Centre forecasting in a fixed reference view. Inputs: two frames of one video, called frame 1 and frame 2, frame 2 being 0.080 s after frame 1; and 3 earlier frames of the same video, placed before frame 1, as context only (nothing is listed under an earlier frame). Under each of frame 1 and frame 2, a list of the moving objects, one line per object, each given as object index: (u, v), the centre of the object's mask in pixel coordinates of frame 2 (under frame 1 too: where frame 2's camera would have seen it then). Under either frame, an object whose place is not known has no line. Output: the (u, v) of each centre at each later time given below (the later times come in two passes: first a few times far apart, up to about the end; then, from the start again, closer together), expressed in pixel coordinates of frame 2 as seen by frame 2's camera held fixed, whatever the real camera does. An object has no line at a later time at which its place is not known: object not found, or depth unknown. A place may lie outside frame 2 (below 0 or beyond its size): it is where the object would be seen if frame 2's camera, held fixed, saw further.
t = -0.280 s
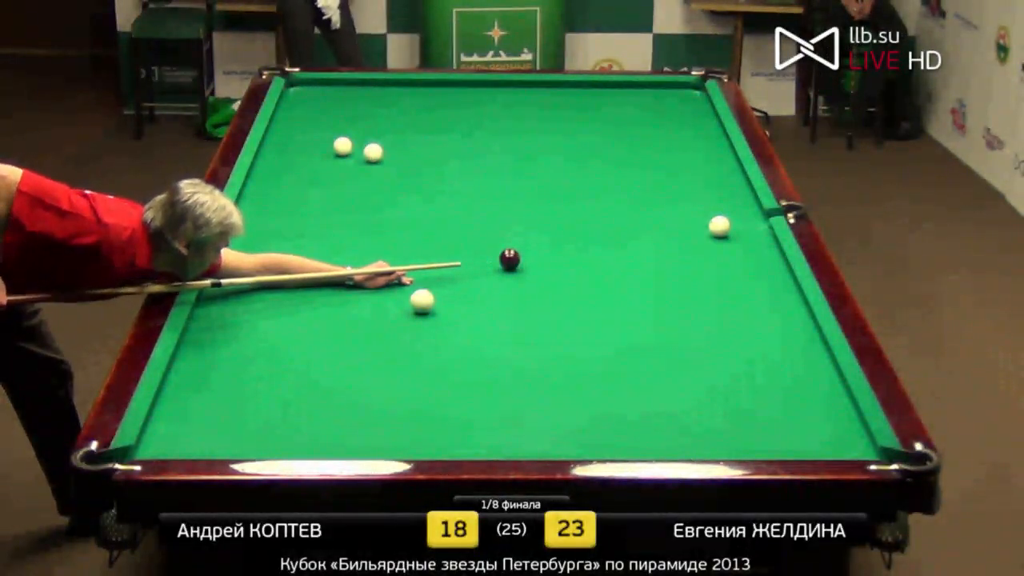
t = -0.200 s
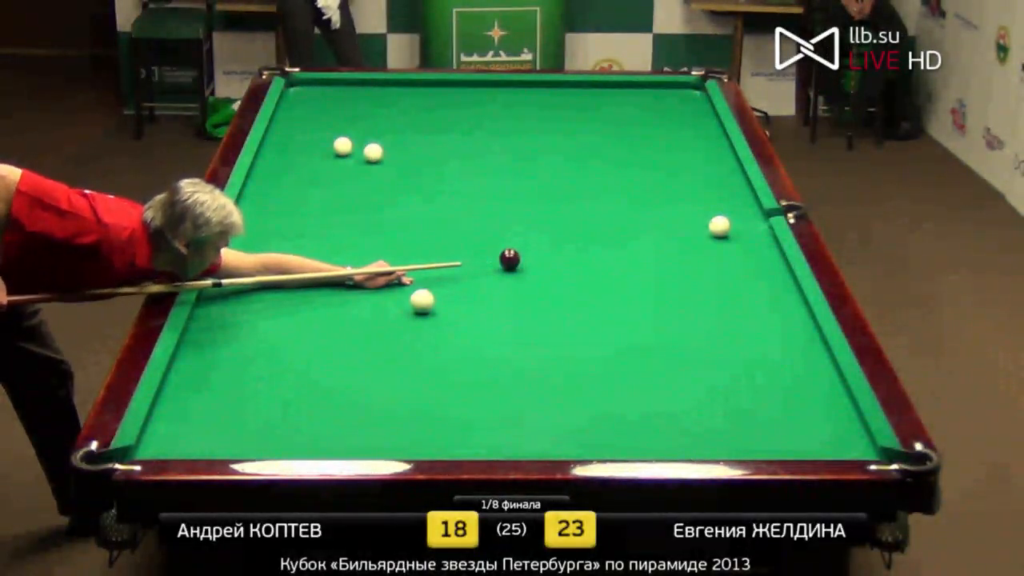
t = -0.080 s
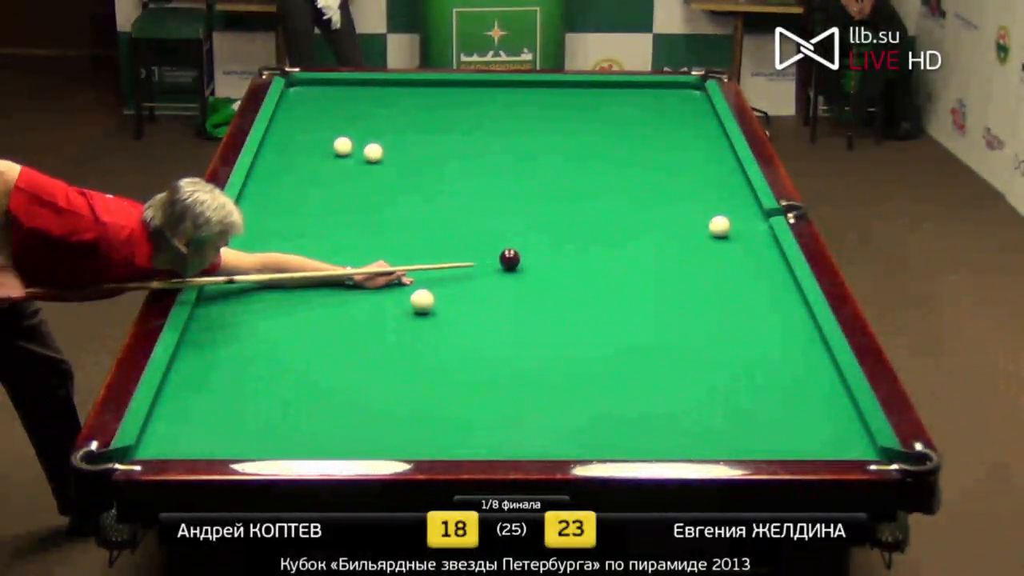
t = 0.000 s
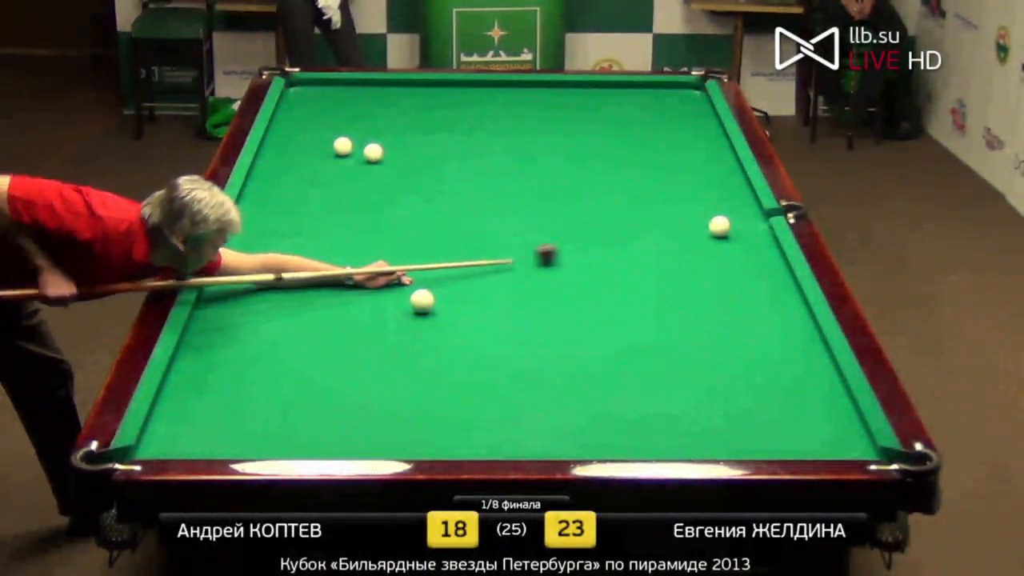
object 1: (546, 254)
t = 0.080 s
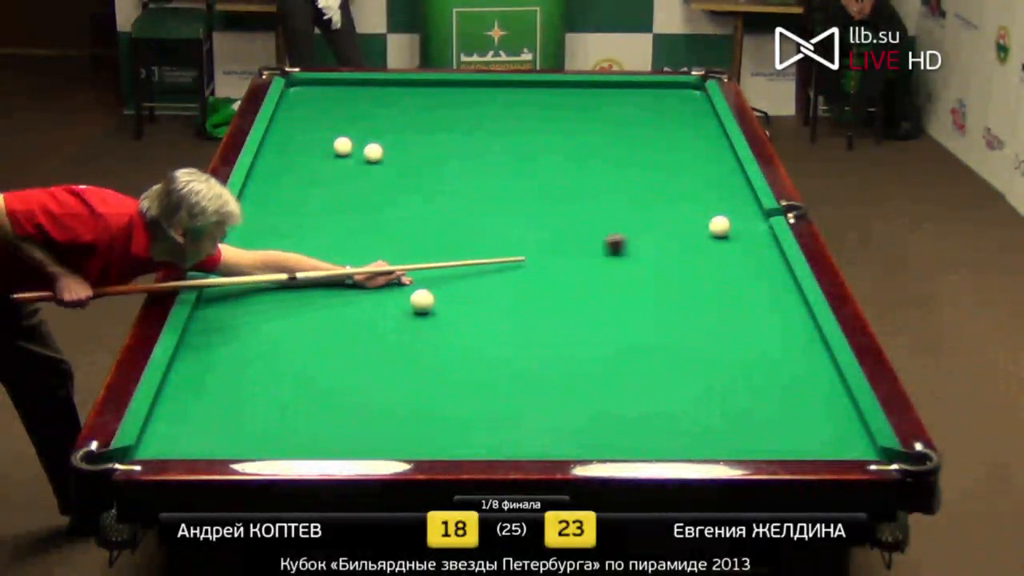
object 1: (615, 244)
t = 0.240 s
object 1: (708, 233)
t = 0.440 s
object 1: (716, 240)
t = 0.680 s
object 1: (724, 247)
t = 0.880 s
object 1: (731, 254)
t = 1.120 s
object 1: (738, 262)
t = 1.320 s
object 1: (744, 267)
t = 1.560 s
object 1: (750, 273)
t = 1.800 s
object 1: (757, 280)
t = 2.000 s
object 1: (761, 285)
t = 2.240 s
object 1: (766, 291)
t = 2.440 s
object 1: (771, 295)
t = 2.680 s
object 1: (776, 300)
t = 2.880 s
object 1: (779, 305)
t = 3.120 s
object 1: (783, 309)
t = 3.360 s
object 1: (786, 313)
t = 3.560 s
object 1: (783, 312)
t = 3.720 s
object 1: (791, 317)
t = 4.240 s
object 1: (794, 322)
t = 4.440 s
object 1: (795, 324)
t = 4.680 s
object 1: (796, 325)
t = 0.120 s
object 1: (647, 240)
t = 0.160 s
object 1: (678, 235)
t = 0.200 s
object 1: (703, 231)
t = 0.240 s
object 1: (708, 233)
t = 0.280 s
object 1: (710, 234)
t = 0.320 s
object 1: (712, 235)
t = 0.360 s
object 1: (713, 237)
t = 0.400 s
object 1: (715, 238)
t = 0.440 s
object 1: (716, 240)
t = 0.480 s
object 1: (718, 241)
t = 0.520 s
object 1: (719, 242)
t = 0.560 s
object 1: (719, 243)
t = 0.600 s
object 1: (722, 245)
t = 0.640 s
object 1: (723, 246)
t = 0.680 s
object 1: (724, 247)
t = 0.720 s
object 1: (726, 249)
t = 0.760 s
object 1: (727, 250)
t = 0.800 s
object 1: (728, 251)
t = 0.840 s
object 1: (729, 252)
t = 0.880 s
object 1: (731, 254)
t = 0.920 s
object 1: (732, 255)
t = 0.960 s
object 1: (733, 256)
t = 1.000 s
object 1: (734, 257)
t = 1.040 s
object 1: (736, 258)
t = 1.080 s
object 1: (737, 260)
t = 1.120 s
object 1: (738, 262)
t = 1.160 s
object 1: (740, 262)
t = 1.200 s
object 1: (741, 263)
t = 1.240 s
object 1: (742, 265)
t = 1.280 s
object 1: (743, 266)
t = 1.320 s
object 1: (744, 267)
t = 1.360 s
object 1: (745, 268)
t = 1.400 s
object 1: (746, 269)
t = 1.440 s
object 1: (747, 270)
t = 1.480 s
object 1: (748, 272)
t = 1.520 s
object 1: (749, 272)
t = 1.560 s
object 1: (750, 273)
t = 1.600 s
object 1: (751, 275)
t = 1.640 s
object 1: (752, 276)
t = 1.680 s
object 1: (753, 277)
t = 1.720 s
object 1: (754, 278)
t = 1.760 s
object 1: (755, 279)
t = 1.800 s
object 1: (757, 280)
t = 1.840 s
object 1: (757, 281)
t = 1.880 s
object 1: (758, 282)
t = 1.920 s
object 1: (759, 283)
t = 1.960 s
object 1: (760, 284)
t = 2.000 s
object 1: (761, 285)
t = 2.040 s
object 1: (762, 286)
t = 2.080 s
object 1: (763, 287)
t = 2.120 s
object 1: (764, 288)
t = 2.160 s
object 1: (765, 289)
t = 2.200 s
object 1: (766, 290)
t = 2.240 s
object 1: (766, 291)
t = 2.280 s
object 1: (767, 292)
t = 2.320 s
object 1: (768, 293)
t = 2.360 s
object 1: (769, 294)
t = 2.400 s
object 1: (770, 295)
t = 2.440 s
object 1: (771, 295)
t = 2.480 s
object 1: (772, 296)
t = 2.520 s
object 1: (772, 297)
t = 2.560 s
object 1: (773, 298)
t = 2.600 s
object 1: (774, 299)
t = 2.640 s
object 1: (775, 300)
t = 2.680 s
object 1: (776, 300)
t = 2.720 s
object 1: (776, 302)
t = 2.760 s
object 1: (777, 302)
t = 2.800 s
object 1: (778, 303)
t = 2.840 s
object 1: (778, 304)
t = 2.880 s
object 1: (779, 305)
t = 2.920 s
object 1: (780, 305)
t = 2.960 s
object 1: (780, 306)
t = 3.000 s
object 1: (781, 307)
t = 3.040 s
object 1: (782, 308)
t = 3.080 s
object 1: (782, 308)
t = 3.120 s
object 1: (783, 309)
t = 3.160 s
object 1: (783, 309)
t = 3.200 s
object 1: (784, 310)
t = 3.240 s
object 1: (785, 311)
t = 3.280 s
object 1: (785, 312)
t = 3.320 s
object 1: (786, 312)
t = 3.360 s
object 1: (786, 313)
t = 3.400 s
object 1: (787, 313)
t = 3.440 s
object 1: (788, 314)
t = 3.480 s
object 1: (788, 314)
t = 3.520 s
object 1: (790, 315)
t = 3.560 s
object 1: (783, 312)
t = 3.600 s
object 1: (789, 316)
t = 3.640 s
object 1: (790, 316)
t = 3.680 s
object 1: (790, 317)
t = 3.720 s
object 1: (791, 317)
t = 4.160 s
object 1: (792, 320)
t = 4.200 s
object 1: (794, 322)
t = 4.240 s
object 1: (794, 322)
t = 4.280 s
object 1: (794, 323)
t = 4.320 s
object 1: (794, 323)
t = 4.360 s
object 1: (795, 323)
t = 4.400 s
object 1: (795, 324)
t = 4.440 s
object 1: (795, 324)
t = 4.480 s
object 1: (795, 324)
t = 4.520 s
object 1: (795, 324)
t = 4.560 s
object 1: (796, 325)
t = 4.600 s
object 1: (796, 325)
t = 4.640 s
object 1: (796, 325)
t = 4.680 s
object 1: (796, 325)
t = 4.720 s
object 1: (796, 325)
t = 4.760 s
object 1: (796, 326)
